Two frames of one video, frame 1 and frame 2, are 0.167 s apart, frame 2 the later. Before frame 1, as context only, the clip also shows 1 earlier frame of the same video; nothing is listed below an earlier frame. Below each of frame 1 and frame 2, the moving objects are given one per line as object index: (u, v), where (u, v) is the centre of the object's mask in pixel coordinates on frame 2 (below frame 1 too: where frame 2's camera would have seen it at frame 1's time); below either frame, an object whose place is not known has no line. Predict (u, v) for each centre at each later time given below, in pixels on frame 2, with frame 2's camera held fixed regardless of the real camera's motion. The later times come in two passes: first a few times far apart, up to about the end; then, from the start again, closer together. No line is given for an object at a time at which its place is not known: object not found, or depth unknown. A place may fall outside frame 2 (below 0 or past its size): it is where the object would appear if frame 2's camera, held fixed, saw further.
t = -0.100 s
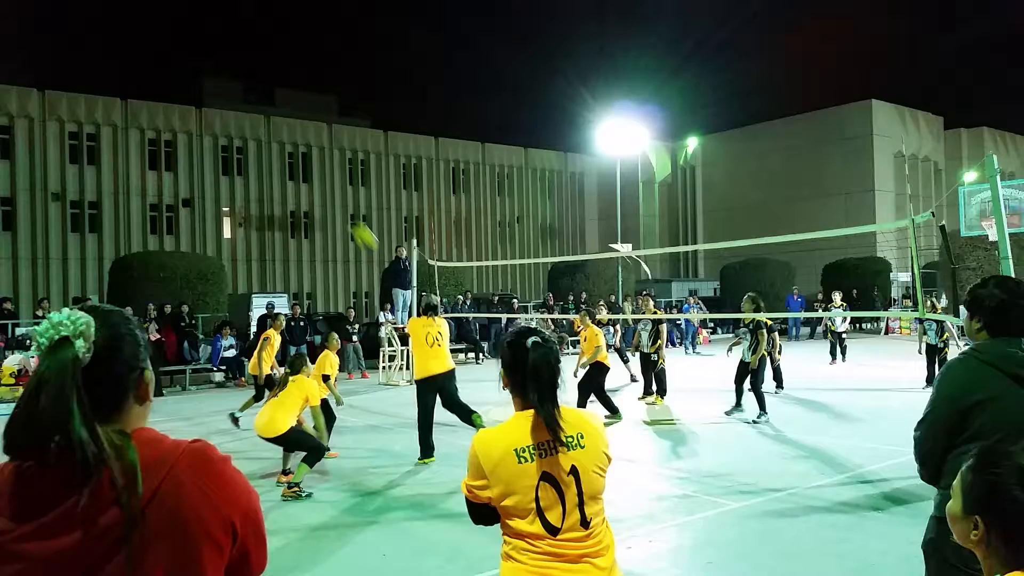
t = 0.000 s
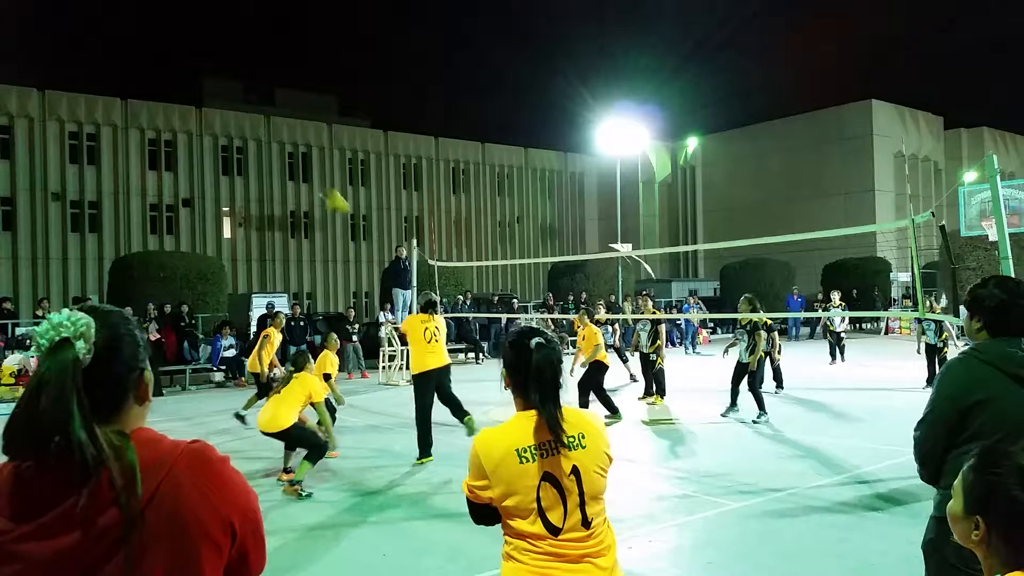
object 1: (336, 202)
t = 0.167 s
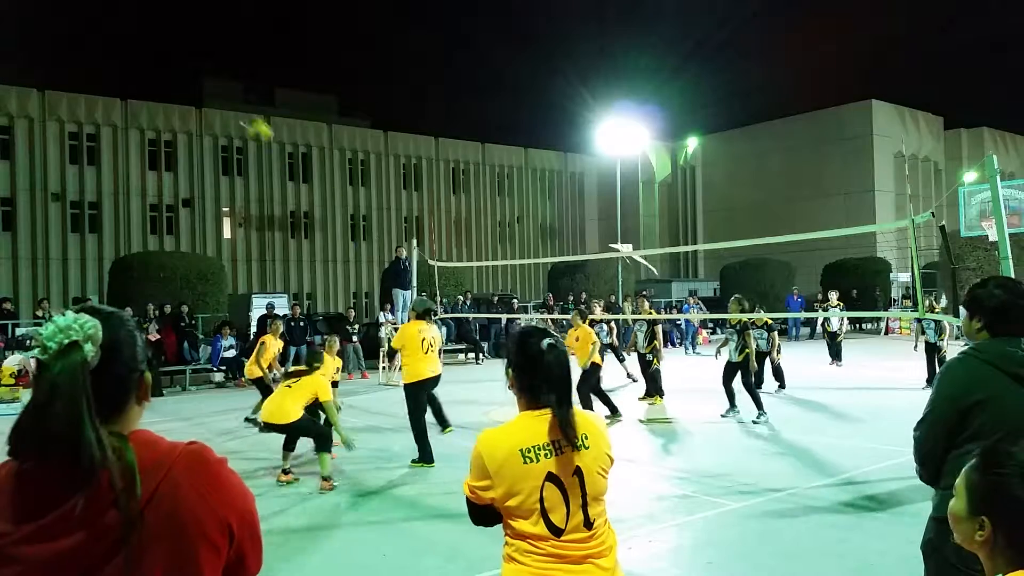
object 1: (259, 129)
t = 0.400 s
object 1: (149, 73)
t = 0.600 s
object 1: (54, 69)
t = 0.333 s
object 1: (180, 83)
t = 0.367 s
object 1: (165, 78)
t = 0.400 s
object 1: (149, 73)
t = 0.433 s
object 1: (133, 69)
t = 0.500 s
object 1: (102, 65)
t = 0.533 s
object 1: (86, 66)
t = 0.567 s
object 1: (71, 66)
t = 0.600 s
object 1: (54, 69)
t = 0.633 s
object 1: (37, 72)
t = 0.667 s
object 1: (21, 77)
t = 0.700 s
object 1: (10, 82)
